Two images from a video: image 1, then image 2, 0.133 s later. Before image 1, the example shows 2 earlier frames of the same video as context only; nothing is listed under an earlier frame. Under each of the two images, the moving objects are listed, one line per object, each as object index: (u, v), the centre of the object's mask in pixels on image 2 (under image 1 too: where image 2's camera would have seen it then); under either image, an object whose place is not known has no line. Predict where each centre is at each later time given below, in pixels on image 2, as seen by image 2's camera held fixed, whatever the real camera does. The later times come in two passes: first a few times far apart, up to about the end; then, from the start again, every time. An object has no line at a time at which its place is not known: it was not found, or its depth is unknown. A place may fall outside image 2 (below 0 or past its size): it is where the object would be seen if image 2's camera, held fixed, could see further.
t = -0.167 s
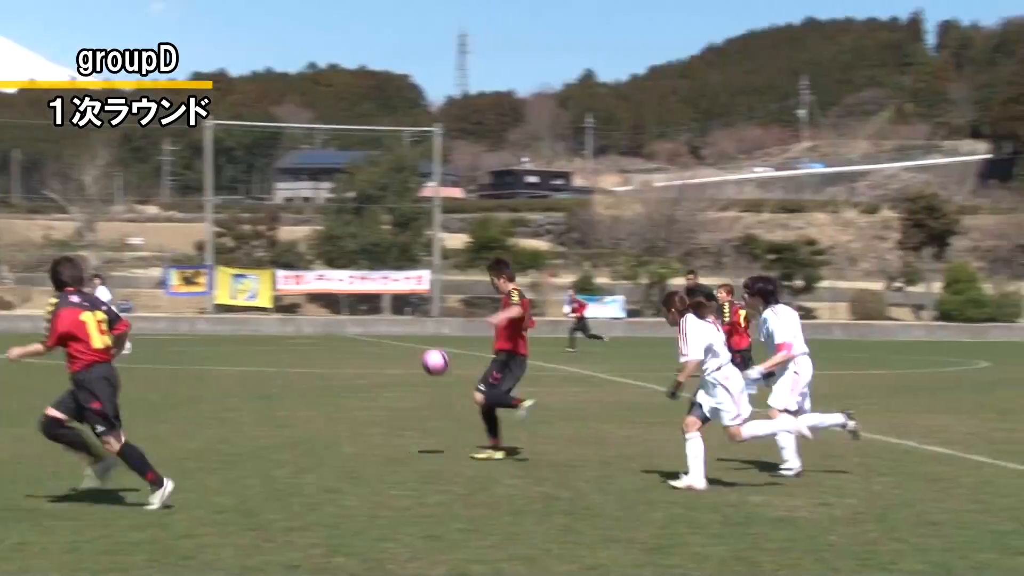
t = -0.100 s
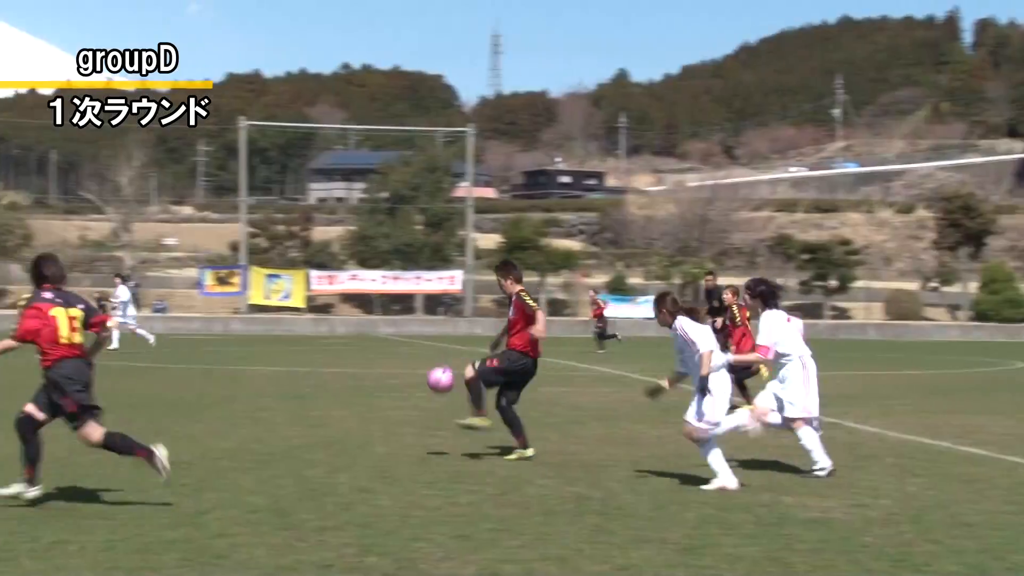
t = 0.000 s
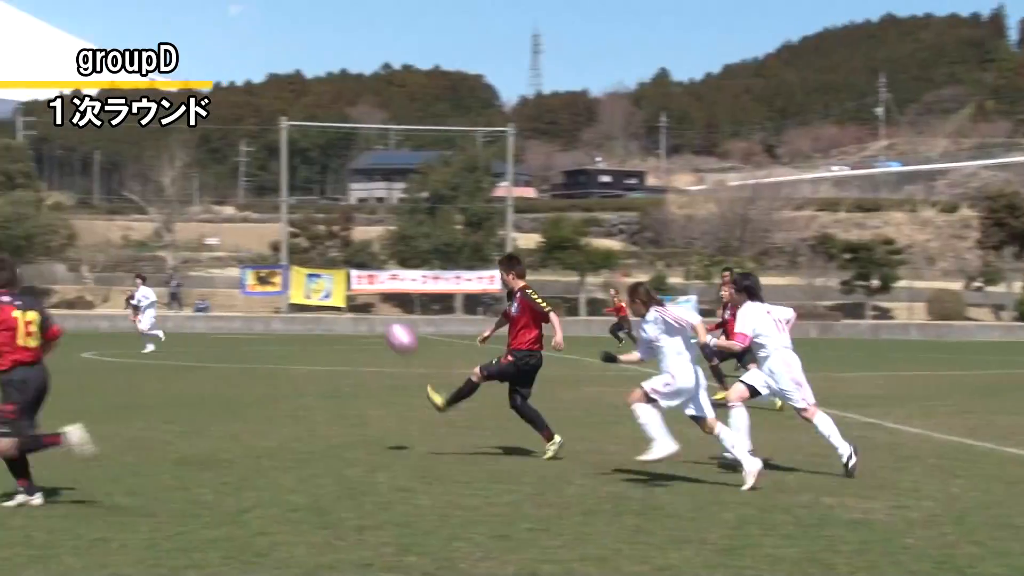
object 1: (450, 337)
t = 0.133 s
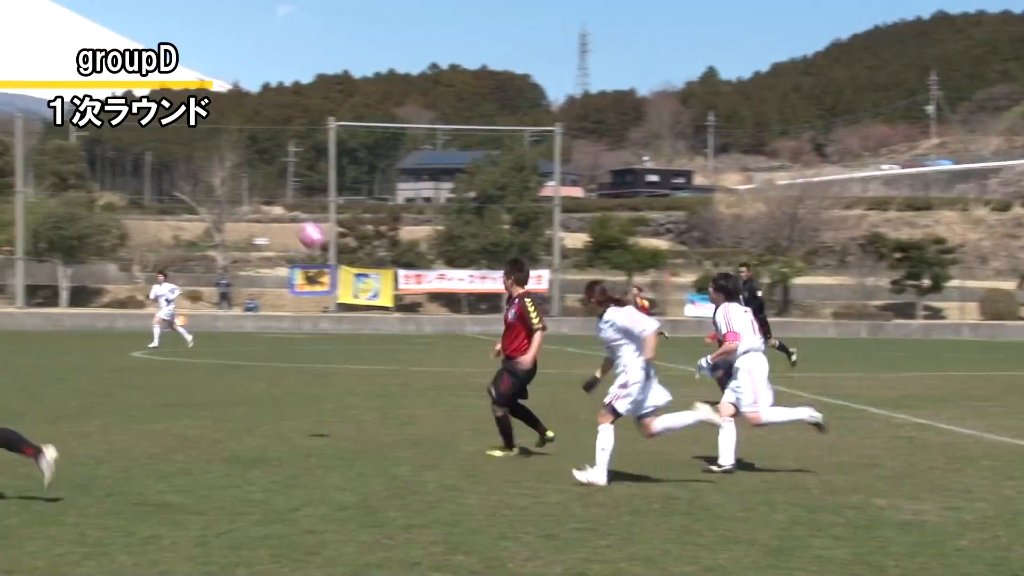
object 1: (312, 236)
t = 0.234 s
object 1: (214, 176)
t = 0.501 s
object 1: (-33, 89)
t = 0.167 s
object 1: (278, 214)
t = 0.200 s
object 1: (247, 194)
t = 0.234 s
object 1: (214, 176)
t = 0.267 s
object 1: (183, 159)
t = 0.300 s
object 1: (152, 144)
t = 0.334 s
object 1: (120, 131)
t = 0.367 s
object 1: (88, 120)
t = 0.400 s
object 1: (57, 111)
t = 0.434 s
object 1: (28, 104)
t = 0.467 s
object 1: (-2, 95)
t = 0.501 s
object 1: (-33, 89)
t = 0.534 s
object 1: (-63, 84)
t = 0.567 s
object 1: (-93, 80)
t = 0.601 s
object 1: (-122, 77)
